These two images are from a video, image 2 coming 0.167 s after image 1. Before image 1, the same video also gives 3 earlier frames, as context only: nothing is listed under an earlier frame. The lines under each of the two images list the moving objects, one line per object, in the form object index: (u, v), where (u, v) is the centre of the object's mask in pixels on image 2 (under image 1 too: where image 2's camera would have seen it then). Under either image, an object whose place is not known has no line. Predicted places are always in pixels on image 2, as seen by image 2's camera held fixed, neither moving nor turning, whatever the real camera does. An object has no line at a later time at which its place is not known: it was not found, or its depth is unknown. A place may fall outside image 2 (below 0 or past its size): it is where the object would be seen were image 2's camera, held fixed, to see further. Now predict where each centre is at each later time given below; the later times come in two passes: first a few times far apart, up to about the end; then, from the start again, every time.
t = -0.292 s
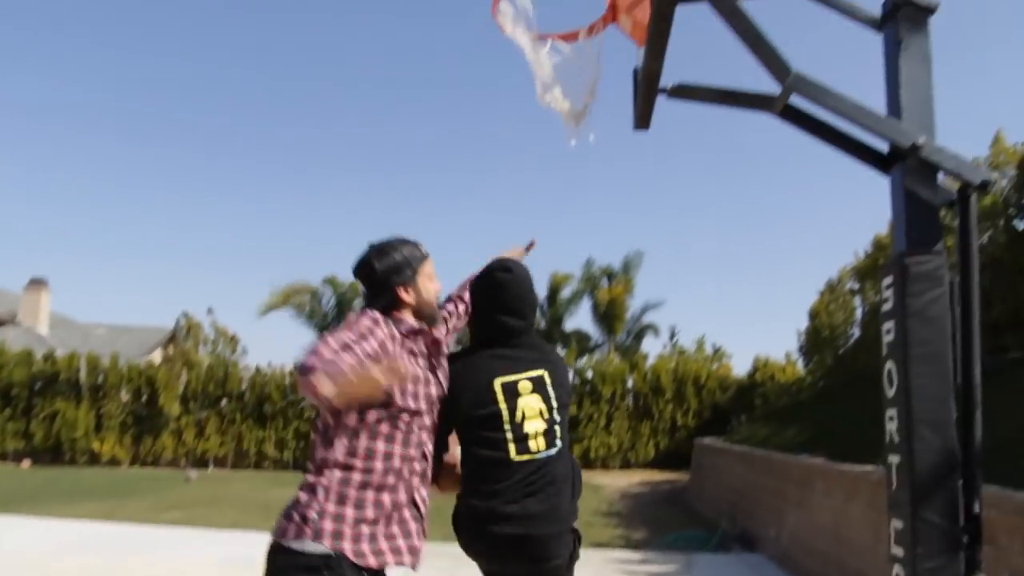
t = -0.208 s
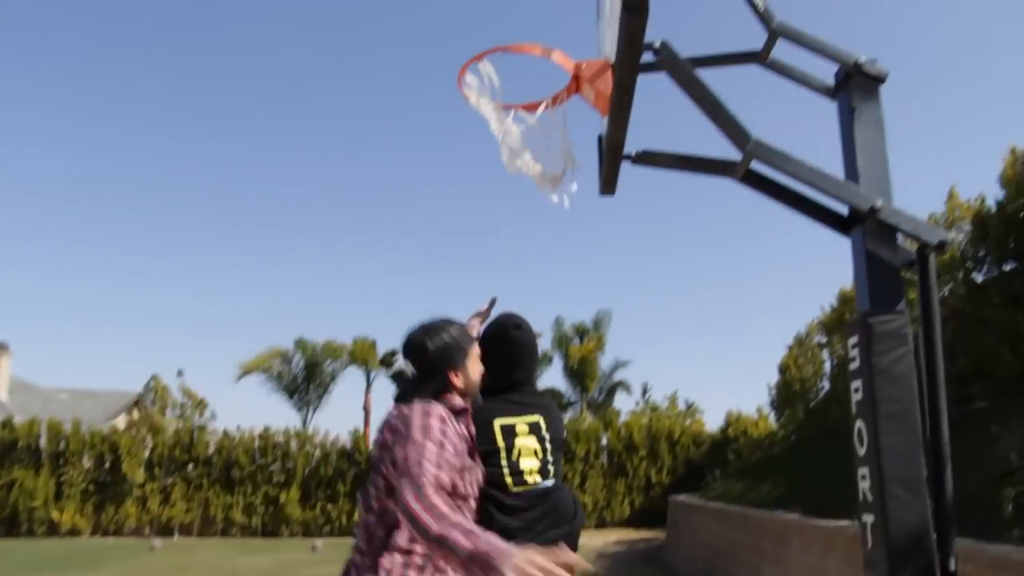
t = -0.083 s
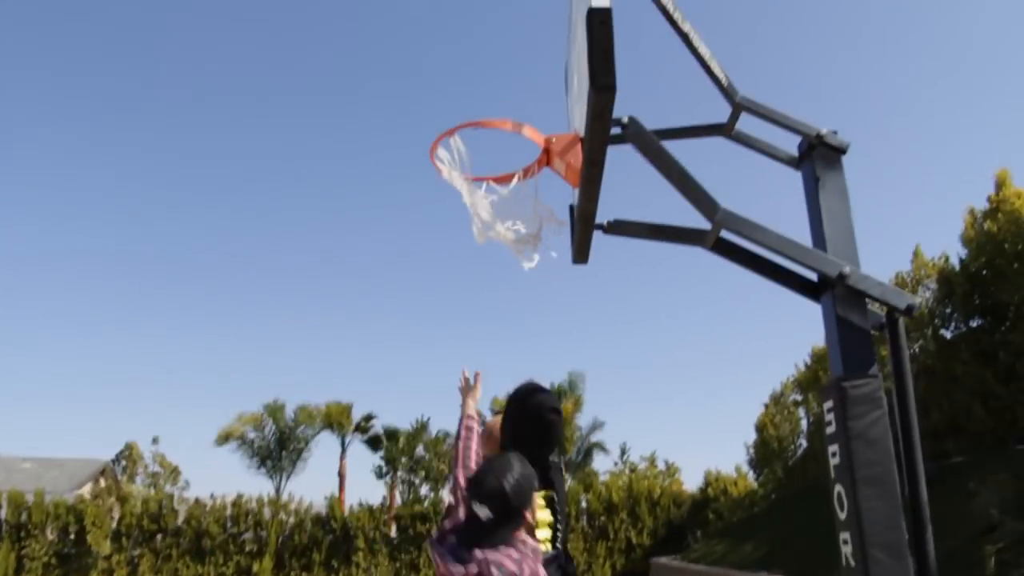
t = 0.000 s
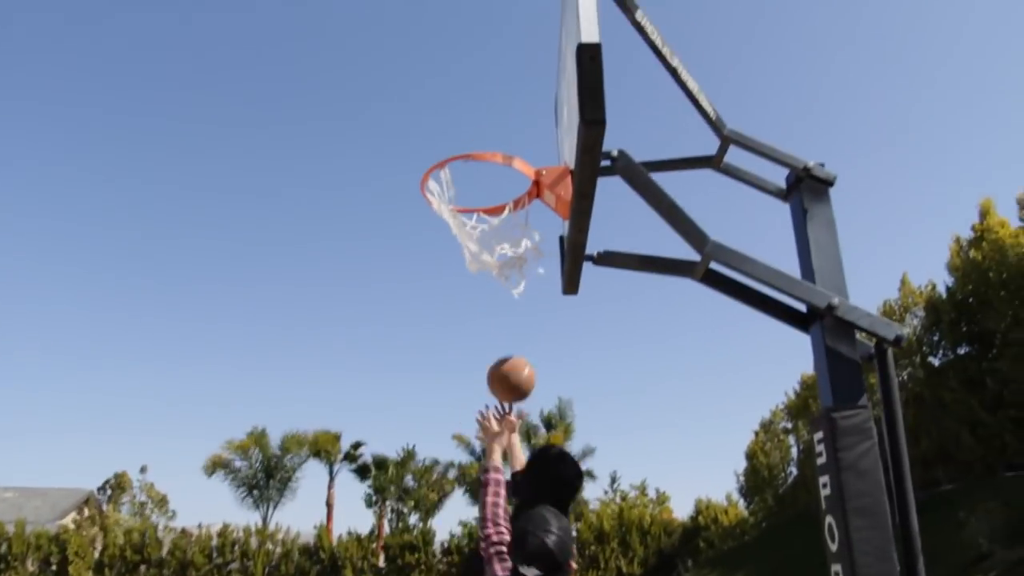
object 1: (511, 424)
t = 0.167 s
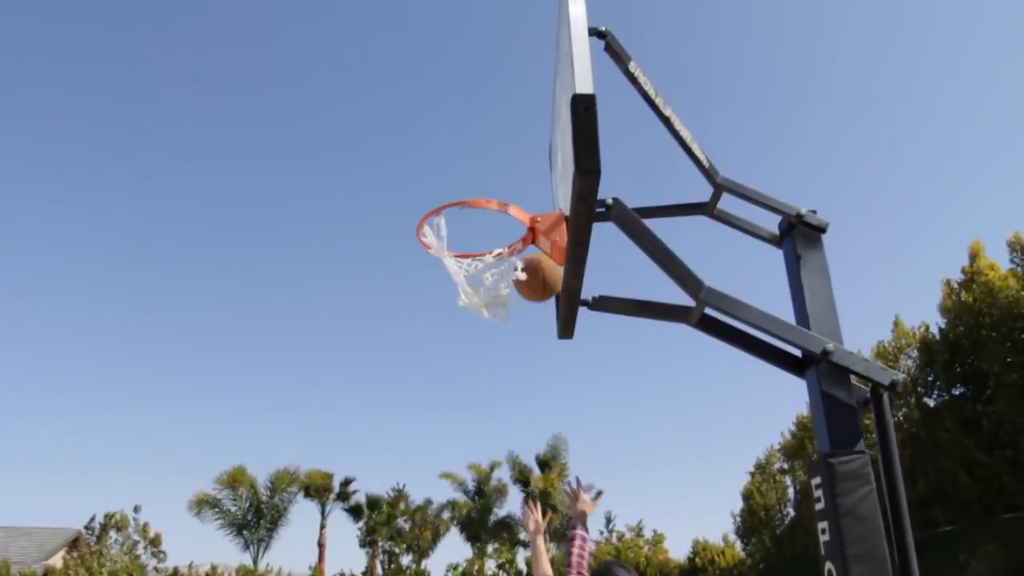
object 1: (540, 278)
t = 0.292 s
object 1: (503, 230)
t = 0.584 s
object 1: (457, 235)
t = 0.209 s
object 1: (532, 265)
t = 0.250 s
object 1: (515, 242)
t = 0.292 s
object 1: (503, 230)
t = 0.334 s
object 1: (499, 228)
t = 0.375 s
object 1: (492, 215)
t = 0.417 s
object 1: (483, 210)
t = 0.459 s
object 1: (473, 210)
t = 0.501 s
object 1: (464, 213)
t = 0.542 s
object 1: (455, 218)
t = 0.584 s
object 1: (457, 235)
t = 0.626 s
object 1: (467, 254)
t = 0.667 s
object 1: (483, 282)
